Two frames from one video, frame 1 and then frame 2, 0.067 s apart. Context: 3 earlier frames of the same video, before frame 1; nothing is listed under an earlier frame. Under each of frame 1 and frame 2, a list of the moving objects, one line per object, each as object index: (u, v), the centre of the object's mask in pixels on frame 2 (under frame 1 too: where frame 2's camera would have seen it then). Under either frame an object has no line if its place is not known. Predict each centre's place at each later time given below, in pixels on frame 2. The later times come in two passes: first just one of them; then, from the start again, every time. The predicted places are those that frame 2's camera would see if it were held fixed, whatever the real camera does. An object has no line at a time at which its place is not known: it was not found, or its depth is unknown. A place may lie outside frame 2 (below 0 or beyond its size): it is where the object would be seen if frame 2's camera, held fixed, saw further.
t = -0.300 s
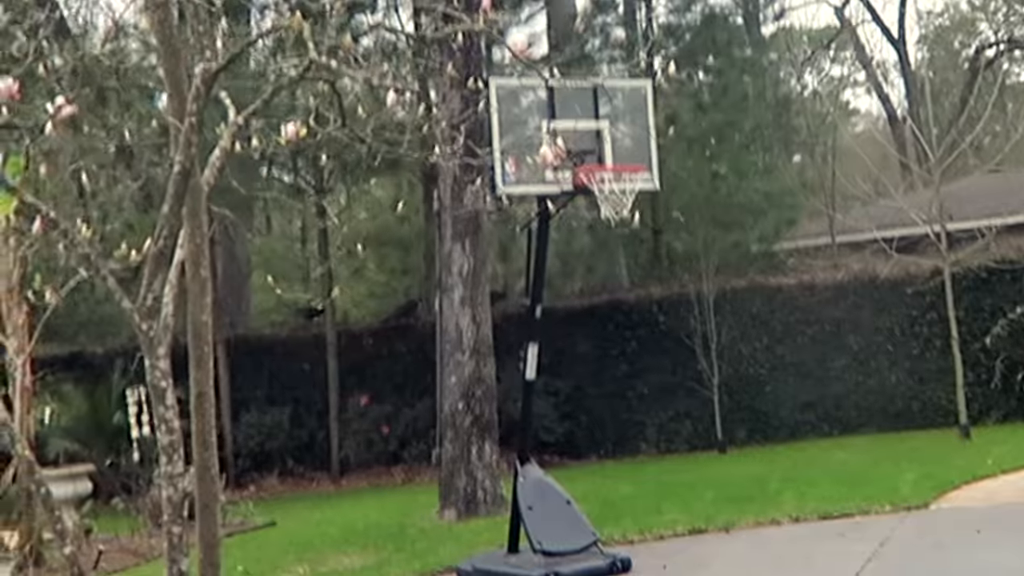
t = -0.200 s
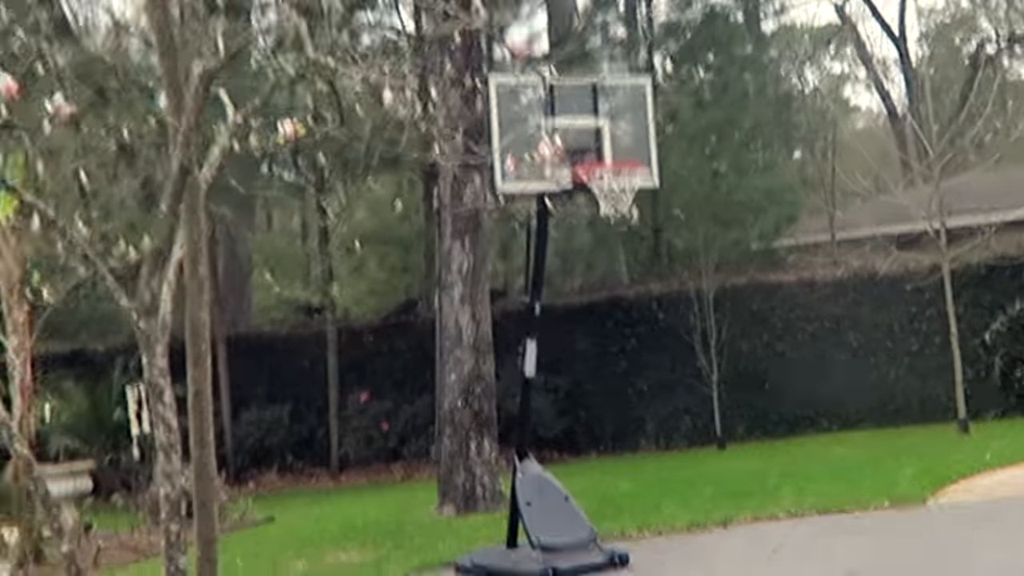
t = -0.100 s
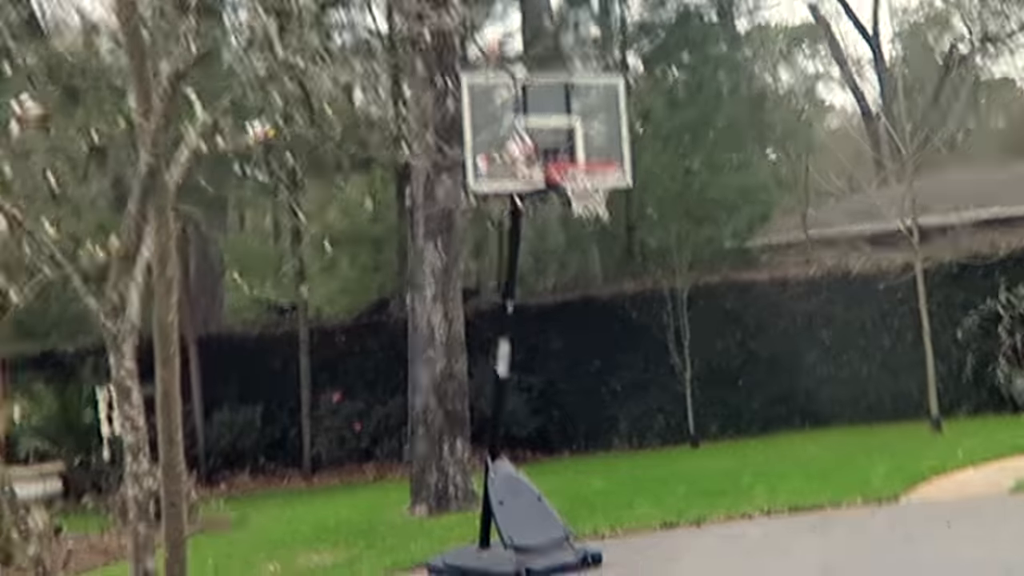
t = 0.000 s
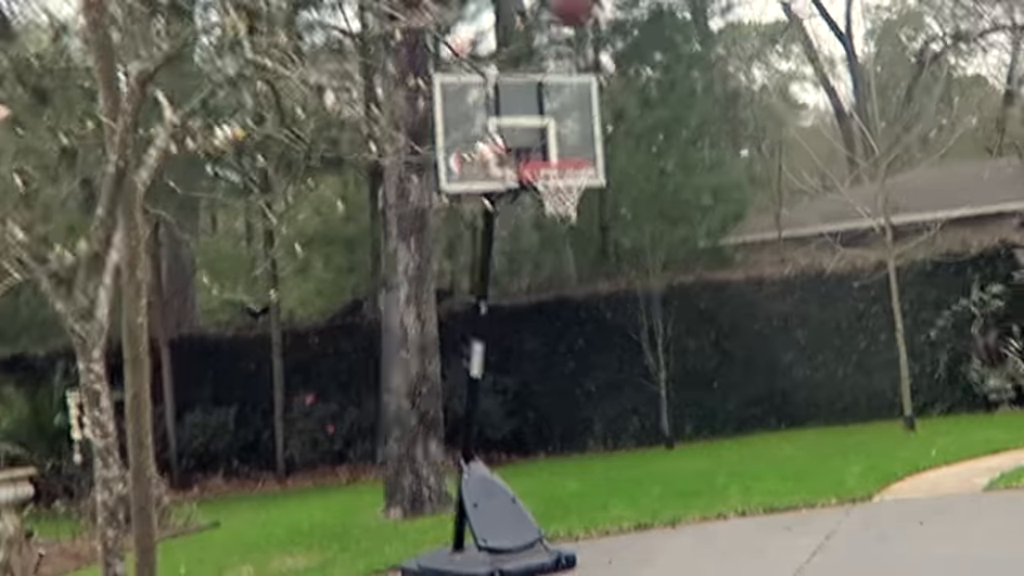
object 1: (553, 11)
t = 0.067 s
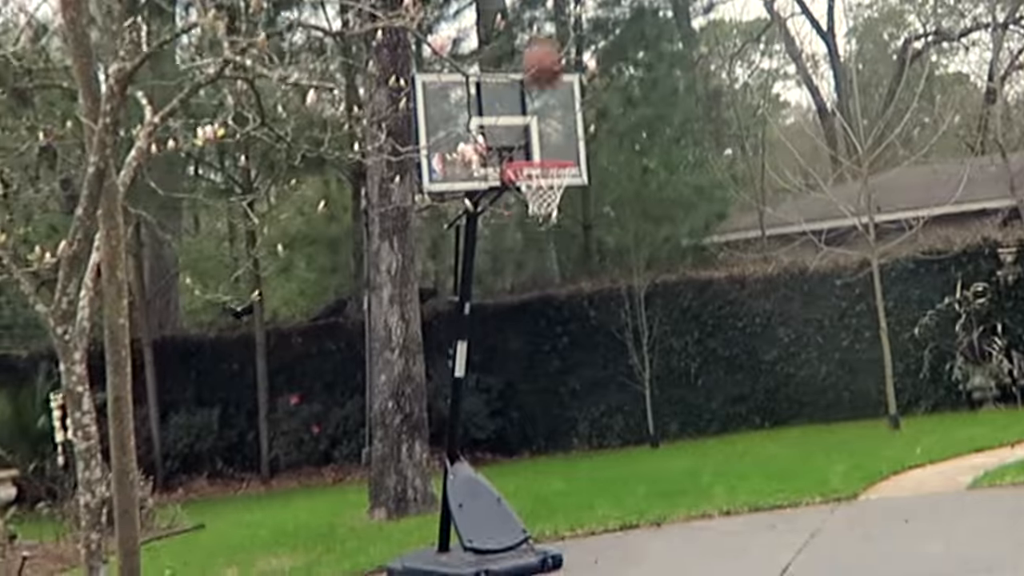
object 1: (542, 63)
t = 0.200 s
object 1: (525, 199)
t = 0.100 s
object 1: (538, 97)
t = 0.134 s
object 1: (537, 131)
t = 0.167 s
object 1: (530, 167)
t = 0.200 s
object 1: (525, 199)
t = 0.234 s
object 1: (522, 235)
